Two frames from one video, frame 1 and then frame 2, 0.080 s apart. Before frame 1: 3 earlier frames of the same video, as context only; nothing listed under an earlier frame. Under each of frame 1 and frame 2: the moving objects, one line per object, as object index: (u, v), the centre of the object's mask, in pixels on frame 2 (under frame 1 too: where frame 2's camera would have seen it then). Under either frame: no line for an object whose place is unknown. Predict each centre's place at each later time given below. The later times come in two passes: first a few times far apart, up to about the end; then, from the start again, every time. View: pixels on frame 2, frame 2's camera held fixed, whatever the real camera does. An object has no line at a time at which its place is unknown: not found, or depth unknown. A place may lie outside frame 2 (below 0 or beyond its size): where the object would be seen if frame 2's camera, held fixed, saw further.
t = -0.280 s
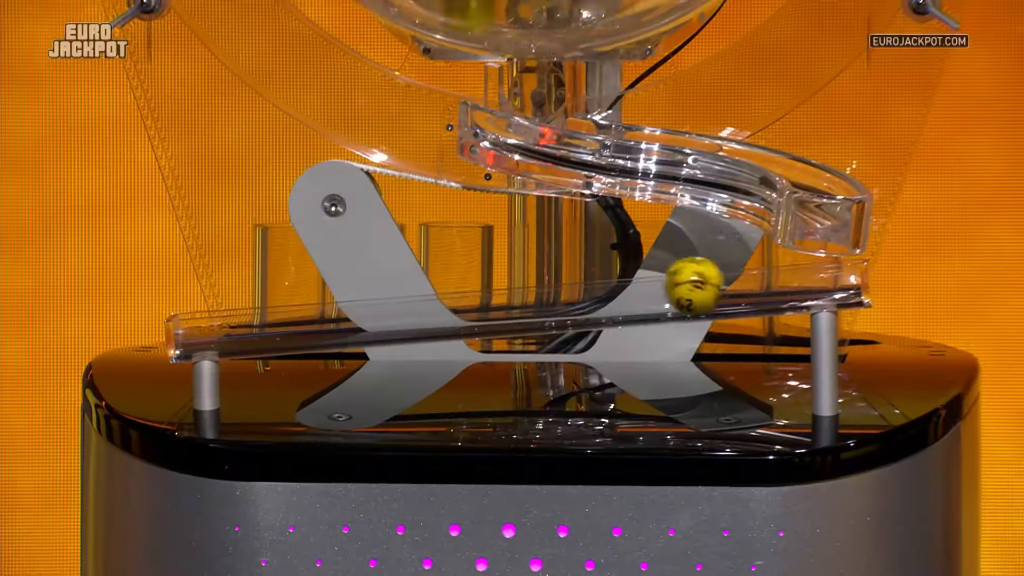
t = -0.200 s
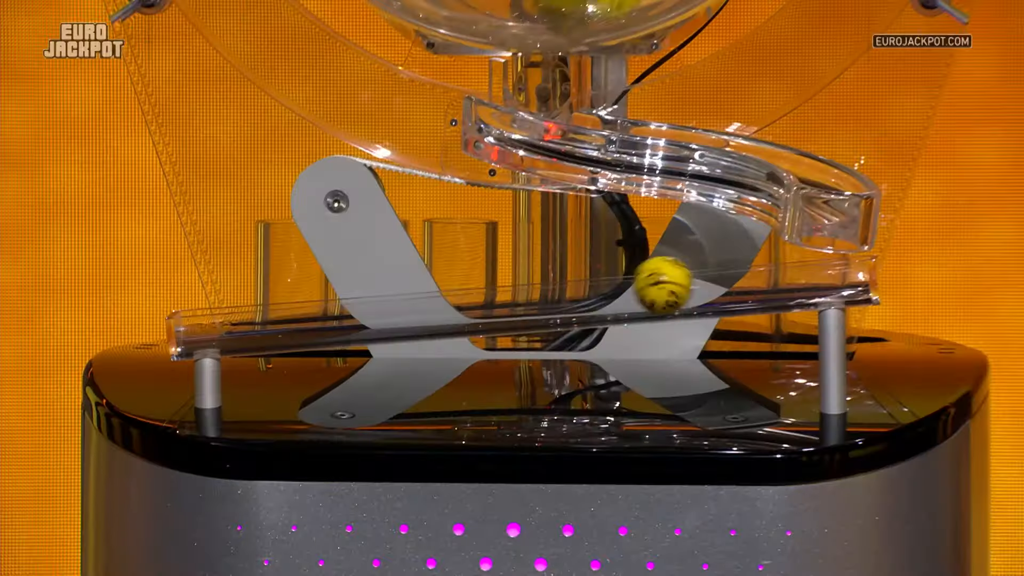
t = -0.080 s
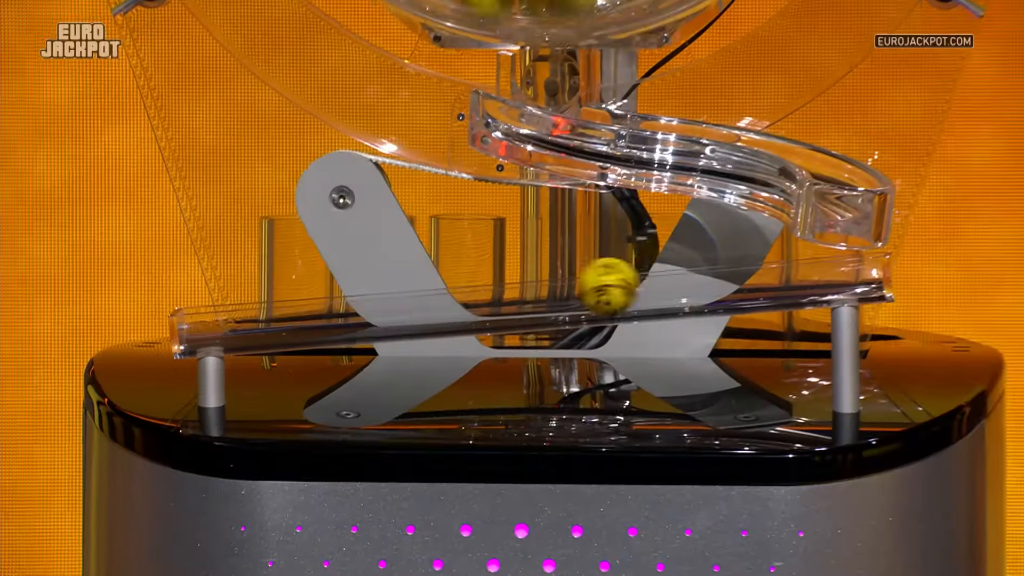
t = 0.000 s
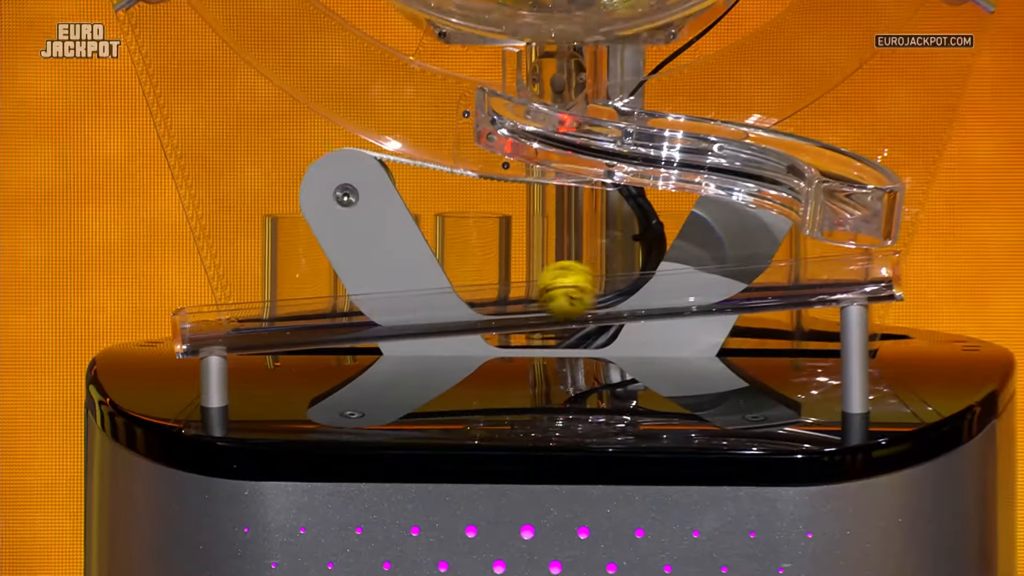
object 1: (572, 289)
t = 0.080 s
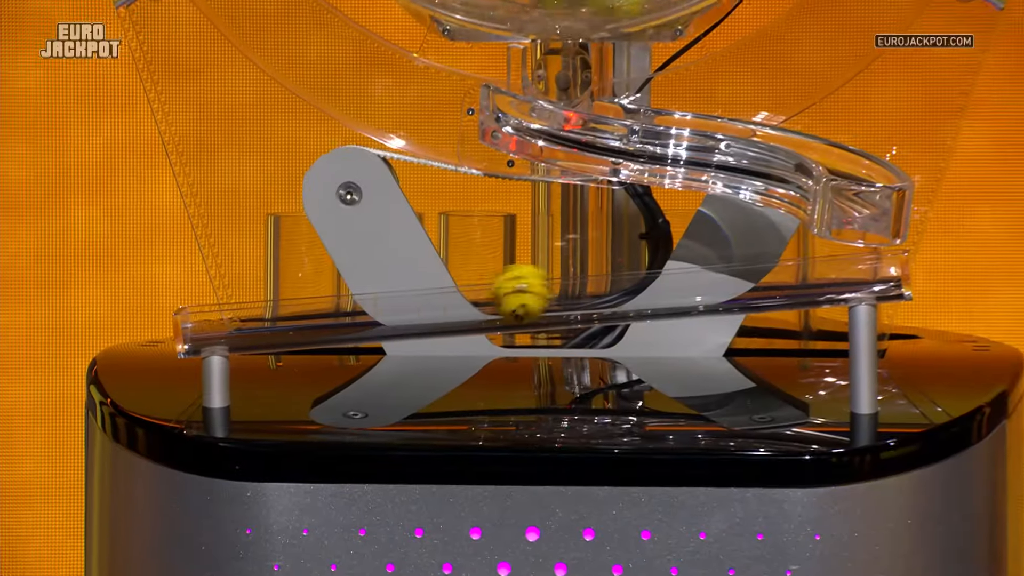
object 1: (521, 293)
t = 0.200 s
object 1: (436, 299)
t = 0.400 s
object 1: (279, 313)
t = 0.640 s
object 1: (280, 312)
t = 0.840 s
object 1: (298, 312)
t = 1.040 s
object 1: (293, 311)
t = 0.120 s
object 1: (494, 295)
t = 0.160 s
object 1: (465, 298)
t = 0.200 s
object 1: (436, 299)
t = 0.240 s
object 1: (406, 302)
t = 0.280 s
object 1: (374, 304)
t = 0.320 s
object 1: (345, 308)
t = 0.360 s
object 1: (313, 309)
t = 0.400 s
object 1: (279, 313)
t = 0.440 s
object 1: (242, 313)
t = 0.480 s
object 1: (217, 315)
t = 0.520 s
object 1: (244, 312)
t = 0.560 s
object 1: (262, 312)
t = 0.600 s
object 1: (274, 312)
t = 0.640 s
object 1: (280, 312)
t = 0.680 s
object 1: (285, 312)
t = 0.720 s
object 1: (290, 312)
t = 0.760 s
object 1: (294, 311)
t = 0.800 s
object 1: (297, 312)
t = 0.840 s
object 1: (298, 312)
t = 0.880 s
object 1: (300, 311)
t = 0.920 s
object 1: (299, 311)
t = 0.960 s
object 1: (298, 312)
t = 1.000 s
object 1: (296, 312)
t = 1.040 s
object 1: (293, 311)
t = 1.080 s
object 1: (290, 312)
